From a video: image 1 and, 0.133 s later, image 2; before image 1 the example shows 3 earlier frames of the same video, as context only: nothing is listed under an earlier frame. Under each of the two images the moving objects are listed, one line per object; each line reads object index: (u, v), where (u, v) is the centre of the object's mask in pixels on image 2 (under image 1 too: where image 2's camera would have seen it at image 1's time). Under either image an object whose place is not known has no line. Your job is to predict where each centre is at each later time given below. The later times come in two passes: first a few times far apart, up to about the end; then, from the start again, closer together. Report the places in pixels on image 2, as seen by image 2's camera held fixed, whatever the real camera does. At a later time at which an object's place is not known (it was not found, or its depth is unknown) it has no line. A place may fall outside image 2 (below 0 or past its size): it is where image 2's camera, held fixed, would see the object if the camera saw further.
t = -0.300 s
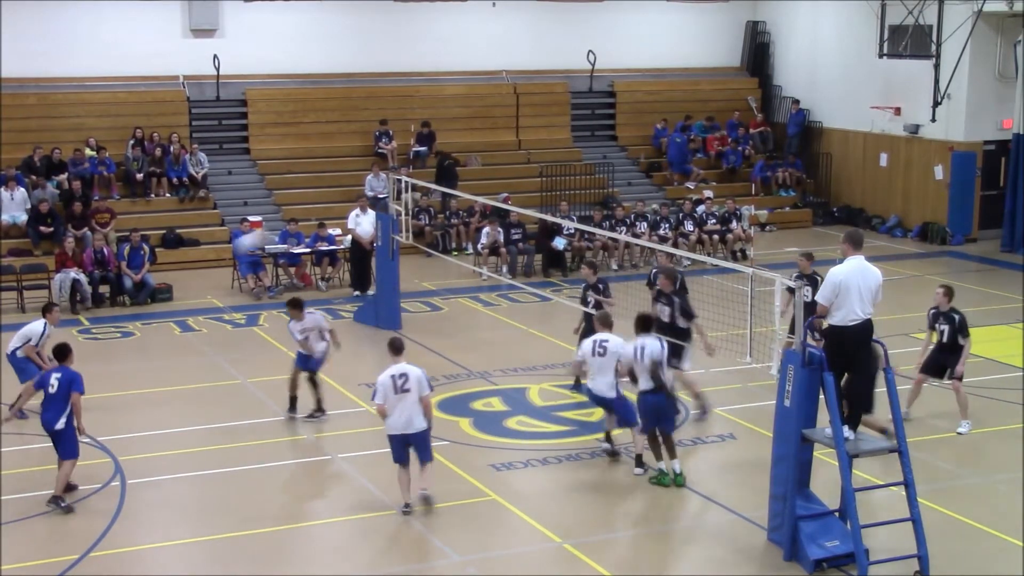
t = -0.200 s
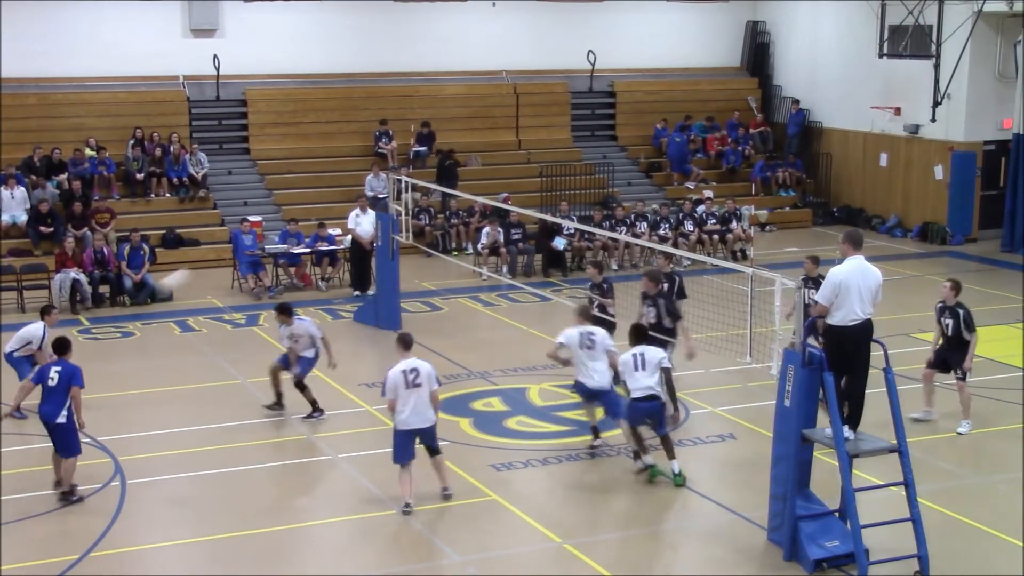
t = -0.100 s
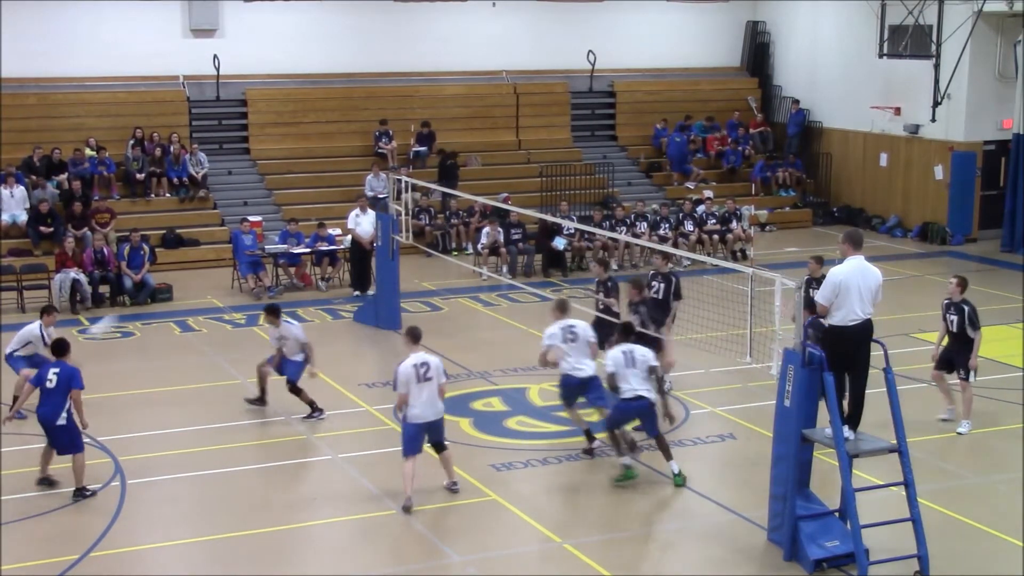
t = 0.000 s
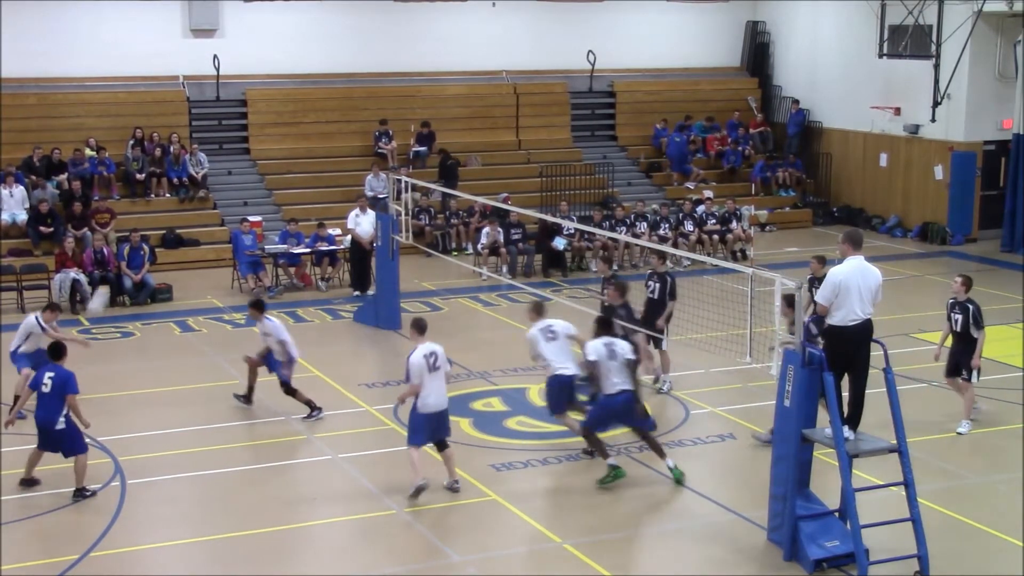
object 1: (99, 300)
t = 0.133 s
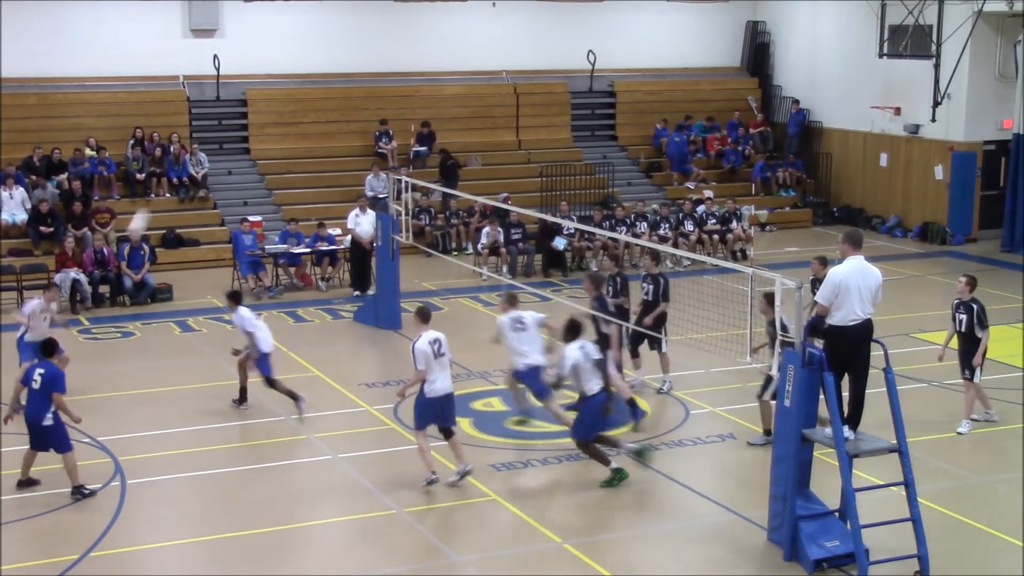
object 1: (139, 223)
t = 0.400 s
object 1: (222, 103)
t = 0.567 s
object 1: (277, 57)
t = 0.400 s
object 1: (222, 103)
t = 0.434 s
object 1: (233, 91)
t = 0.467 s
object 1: (244, 81)
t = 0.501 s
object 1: (256, 74)
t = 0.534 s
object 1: (267, 64)
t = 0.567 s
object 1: (277, 57)
